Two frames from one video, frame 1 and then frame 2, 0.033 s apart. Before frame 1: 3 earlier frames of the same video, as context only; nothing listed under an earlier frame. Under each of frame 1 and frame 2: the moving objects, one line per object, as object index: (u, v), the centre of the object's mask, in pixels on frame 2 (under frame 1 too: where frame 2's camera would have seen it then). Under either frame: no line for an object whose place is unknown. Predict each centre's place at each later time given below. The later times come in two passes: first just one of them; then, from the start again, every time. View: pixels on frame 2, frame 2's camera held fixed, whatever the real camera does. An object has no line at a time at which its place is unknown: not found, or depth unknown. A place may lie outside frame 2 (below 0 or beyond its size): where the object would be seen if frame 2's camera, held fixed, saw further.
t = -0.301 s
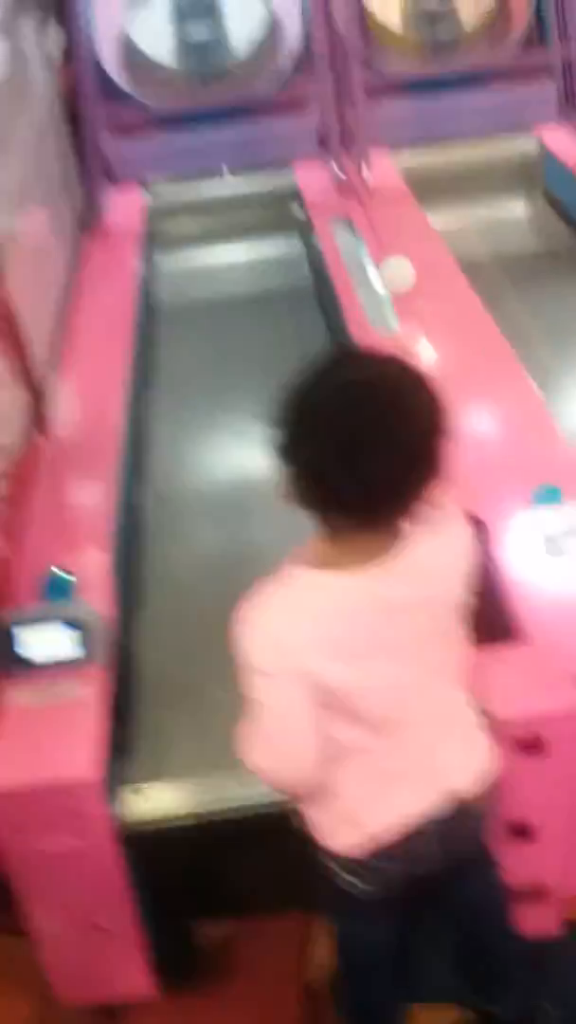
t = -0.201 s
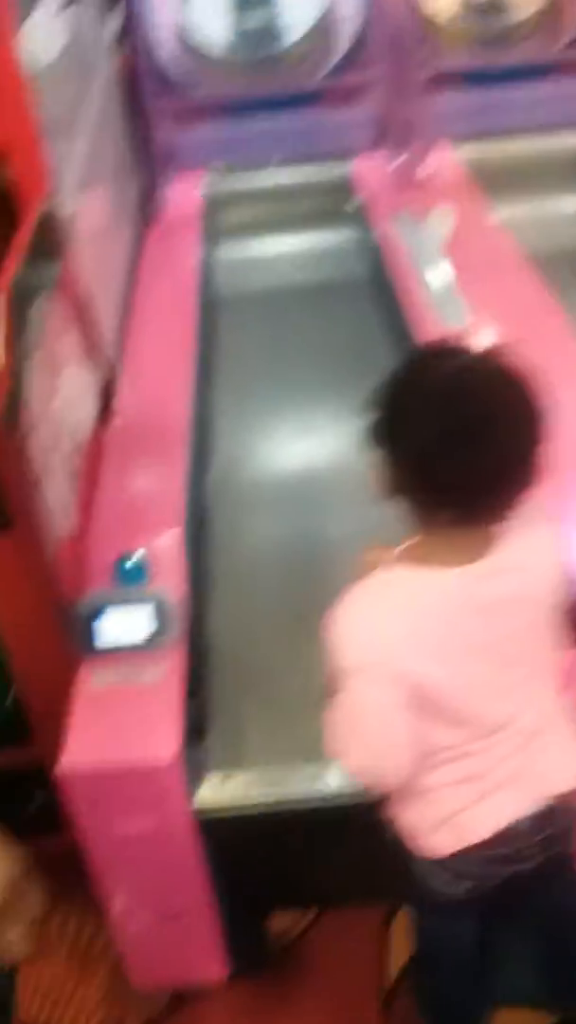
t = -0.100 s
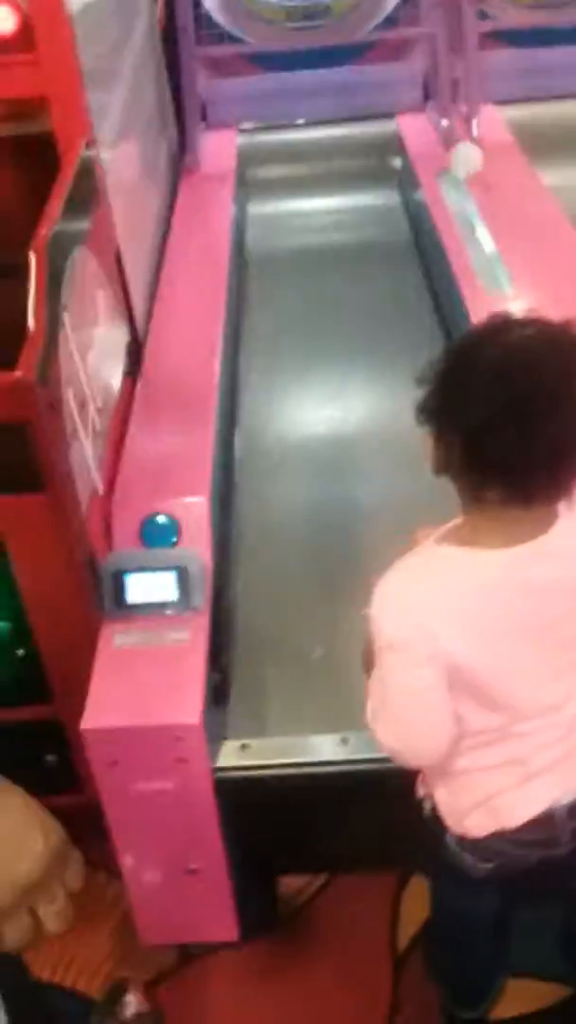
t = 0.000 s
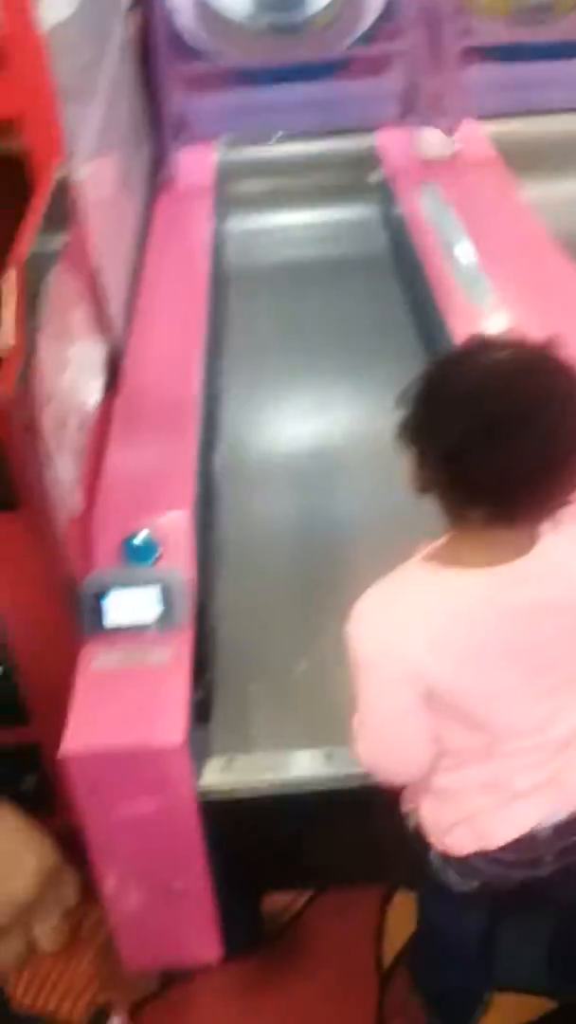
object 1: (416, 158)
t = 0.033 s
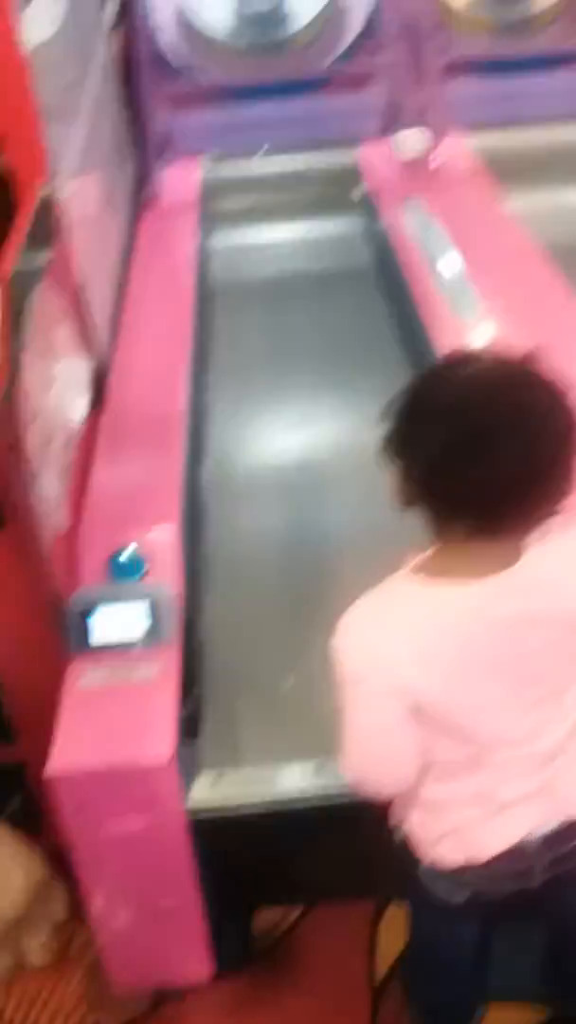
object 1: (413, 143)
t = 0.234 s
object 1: (383, 147)
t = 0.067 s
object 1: (407, 134)
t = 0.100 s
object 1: (400, 130)
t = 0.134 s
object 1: (396, 129)
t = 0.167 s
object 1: (391, 131)
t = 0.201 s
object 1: (387, 137)
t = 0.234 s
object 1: (383, 147)
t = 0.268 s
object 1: (376, 162)
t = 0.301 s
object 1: (370, 161)
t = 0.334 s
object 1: (365, 162)
